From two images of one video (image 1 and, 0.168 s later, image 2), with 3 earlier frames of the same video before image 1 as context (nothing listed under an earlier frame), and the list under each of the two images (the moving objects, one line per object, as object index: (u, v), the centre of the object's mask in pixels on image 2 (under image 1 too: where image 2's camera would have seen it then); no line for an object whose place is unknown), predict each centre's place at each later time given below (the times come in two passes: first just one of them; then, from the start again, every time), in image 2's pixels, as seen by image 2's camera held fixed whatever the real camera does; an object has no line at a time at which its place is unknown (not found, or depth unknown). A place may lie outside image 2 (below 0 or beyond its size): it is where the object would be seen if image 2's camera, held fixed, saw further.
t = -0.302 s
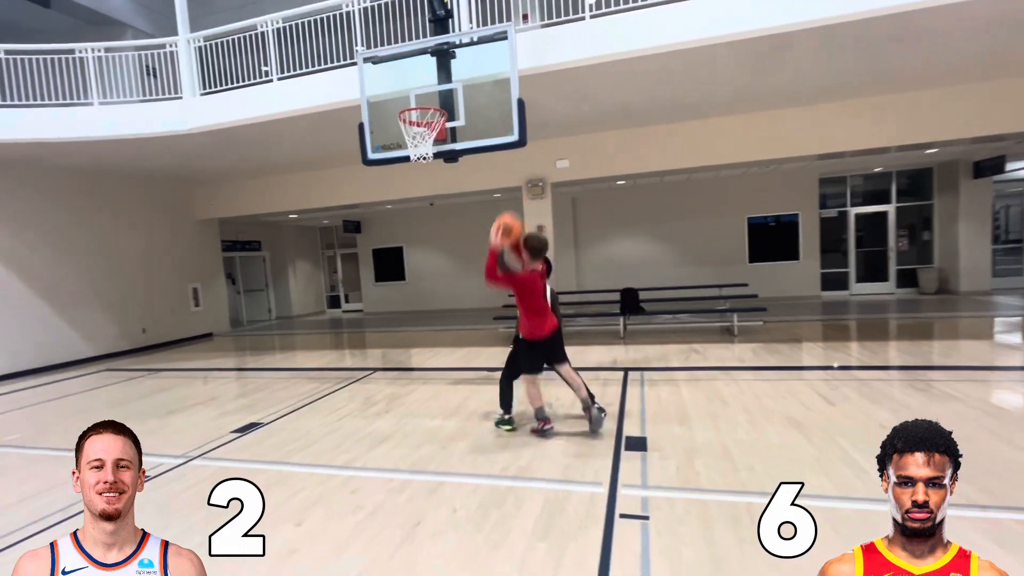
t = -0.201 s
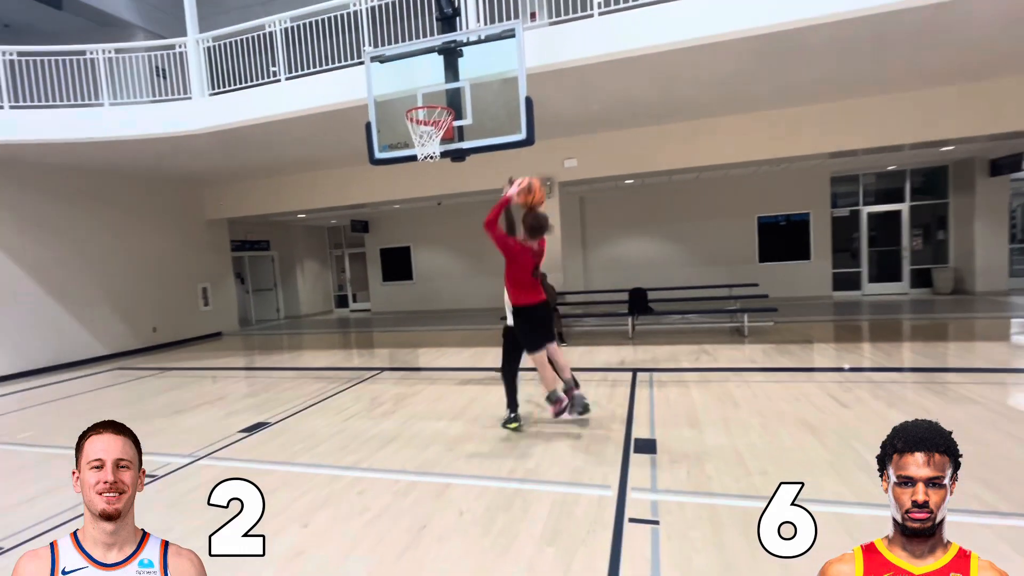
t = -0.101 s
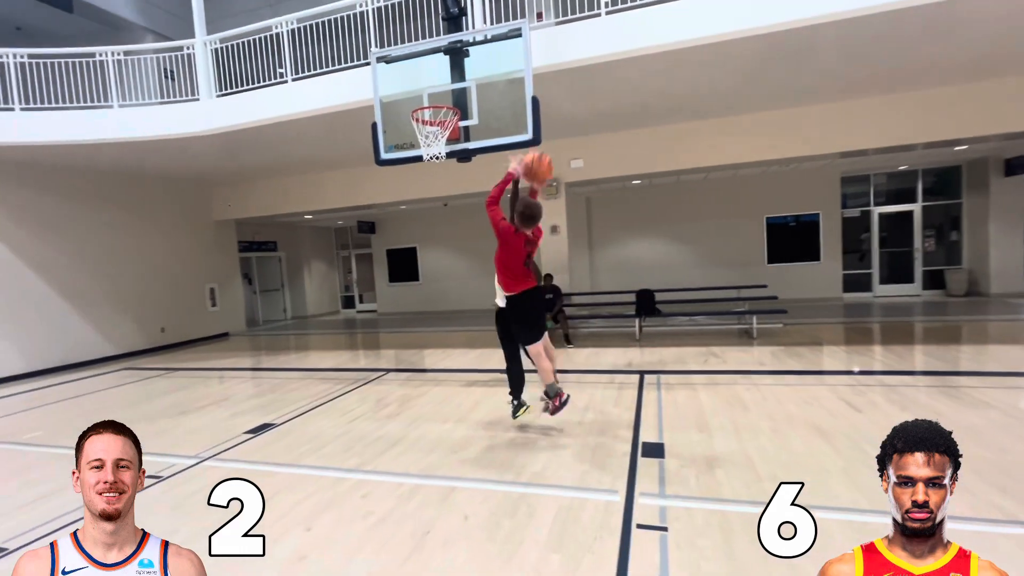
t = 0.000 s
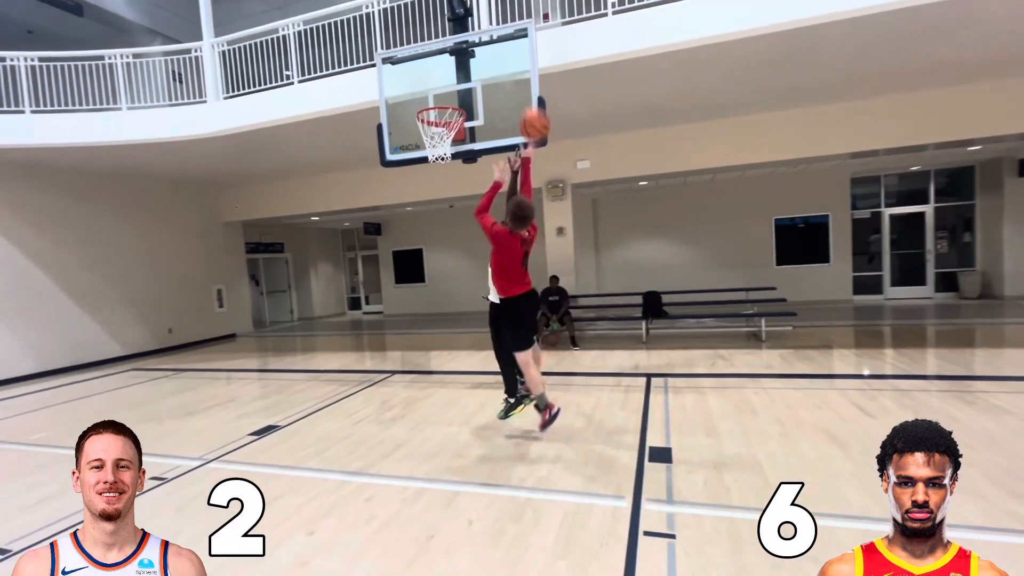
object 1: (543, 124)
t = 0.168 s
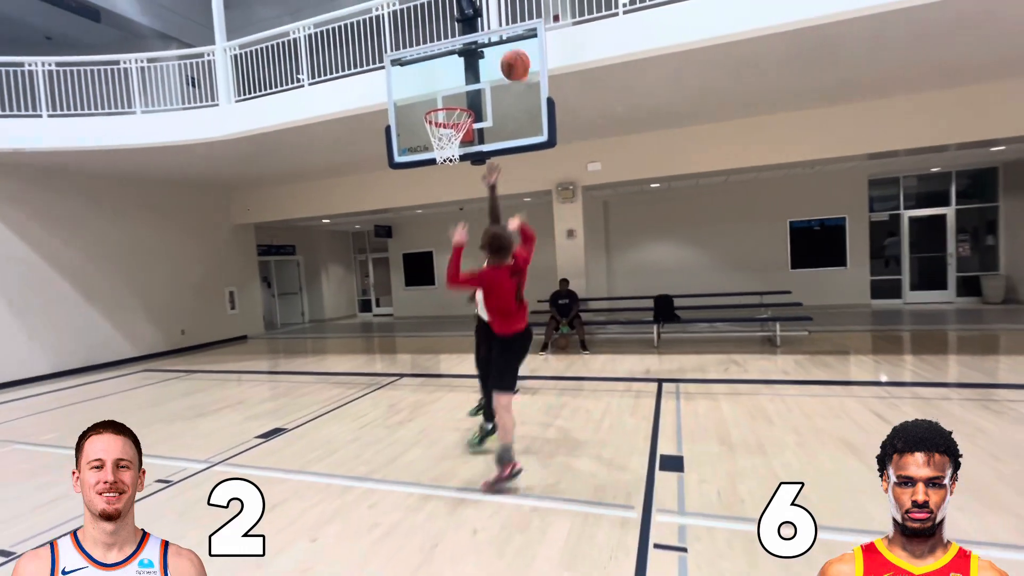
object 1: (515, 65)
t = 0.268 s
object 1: (501, 49)
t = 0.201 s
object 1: (510, 58)
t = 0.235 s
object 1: (505, 53)
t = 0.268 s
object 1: (501, 49)
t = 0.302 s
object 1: (497, 45)
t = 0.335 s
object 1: (493, 45)
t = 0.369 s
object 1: (489, 45)
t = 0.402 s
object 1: (485, 46)
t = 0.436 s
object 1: (482, 49)
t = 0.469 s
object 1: (479, 52)
